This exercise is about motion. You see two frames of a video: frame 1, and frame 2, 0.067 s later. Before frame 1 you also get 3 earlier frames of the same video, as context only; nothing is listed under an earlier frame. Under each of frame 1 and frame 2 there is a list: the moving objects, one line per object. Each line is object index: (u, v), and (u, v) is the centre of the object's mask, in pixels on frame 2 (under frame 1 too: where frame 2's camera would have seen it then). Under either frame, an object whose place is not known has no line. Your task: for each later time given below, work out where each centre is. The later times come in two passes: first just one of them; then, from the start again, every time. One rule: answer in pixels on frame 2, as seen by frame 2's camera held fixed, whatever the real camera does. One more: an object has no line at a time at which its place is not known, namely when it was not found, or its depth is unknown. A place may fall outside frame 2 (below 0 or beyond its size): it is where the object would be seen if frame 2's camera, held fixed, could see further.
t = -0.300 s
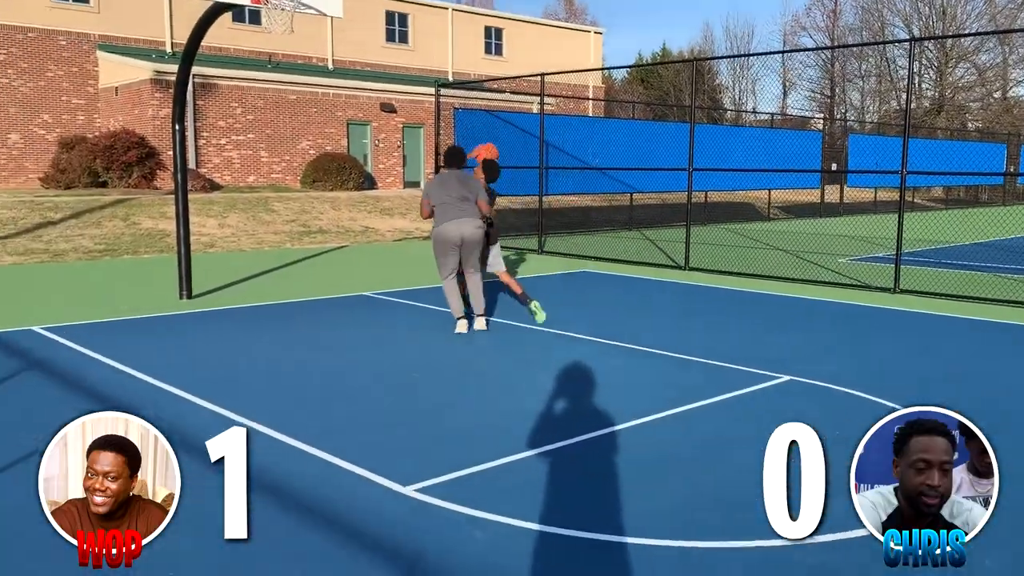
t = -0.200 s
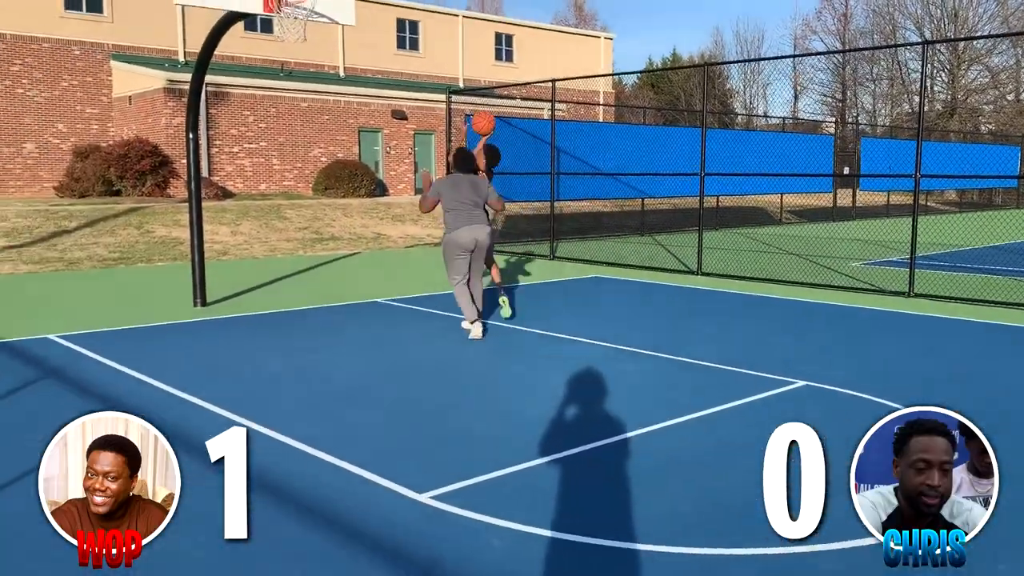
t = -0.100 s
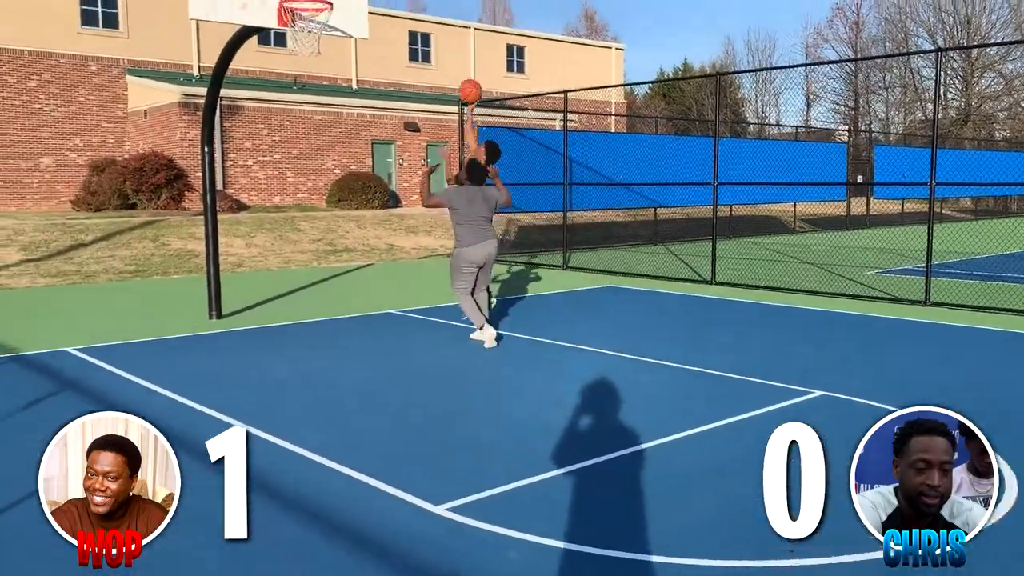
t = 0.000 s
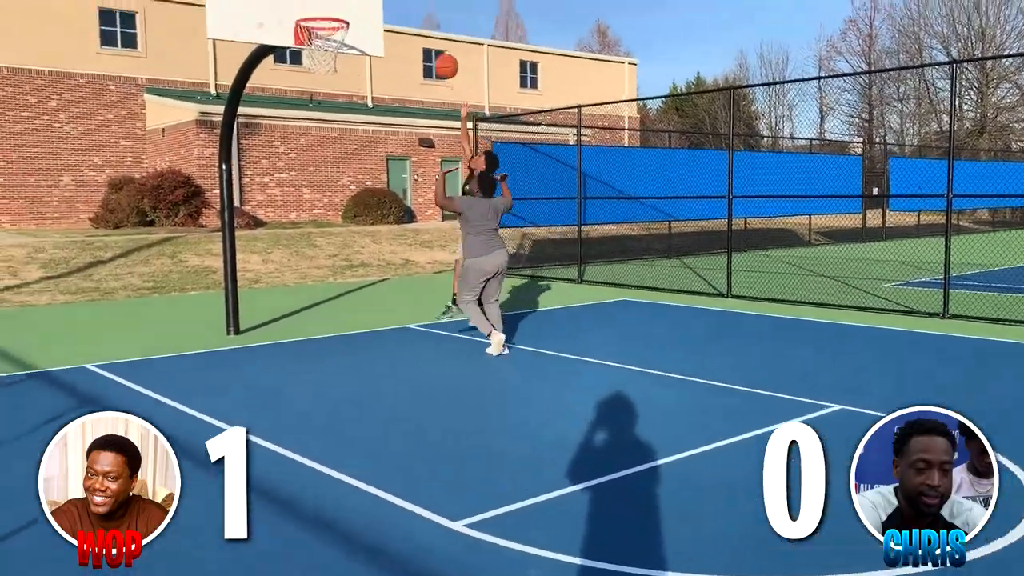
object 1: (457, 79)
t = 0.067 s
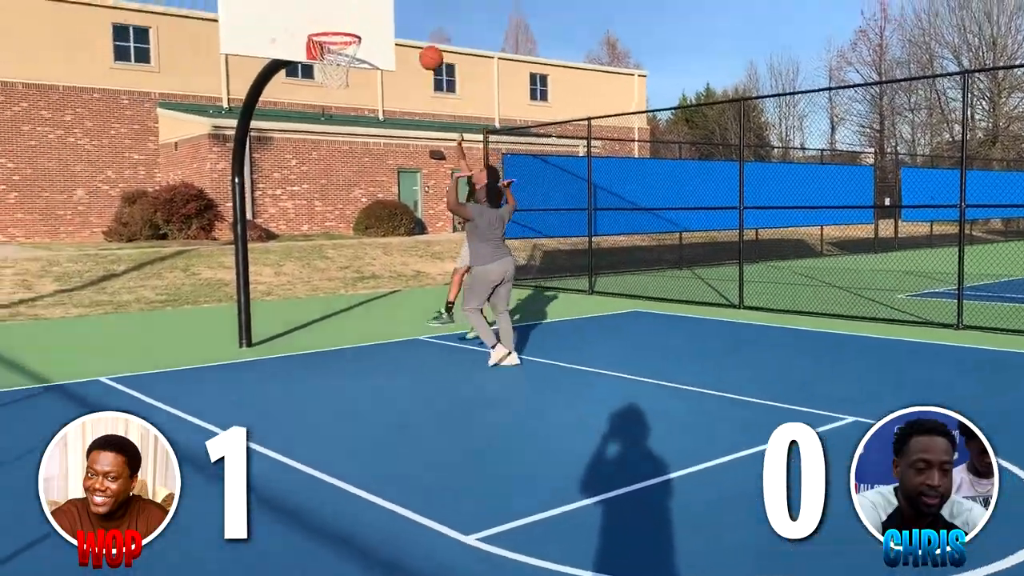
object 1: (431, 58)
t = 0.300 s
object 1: (350, 18)
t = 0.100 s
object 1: (418, 49)
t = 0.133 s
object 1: (405, 41)
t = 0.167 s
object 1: (392, 34)
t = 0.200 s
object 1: (378, 28)
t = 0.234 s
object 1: (365, 23)
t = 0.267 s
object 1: (352, 20)
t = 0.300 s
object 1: (350, 18)
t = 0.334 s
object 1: (347, 16)
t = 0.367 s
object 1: (345, 16)
